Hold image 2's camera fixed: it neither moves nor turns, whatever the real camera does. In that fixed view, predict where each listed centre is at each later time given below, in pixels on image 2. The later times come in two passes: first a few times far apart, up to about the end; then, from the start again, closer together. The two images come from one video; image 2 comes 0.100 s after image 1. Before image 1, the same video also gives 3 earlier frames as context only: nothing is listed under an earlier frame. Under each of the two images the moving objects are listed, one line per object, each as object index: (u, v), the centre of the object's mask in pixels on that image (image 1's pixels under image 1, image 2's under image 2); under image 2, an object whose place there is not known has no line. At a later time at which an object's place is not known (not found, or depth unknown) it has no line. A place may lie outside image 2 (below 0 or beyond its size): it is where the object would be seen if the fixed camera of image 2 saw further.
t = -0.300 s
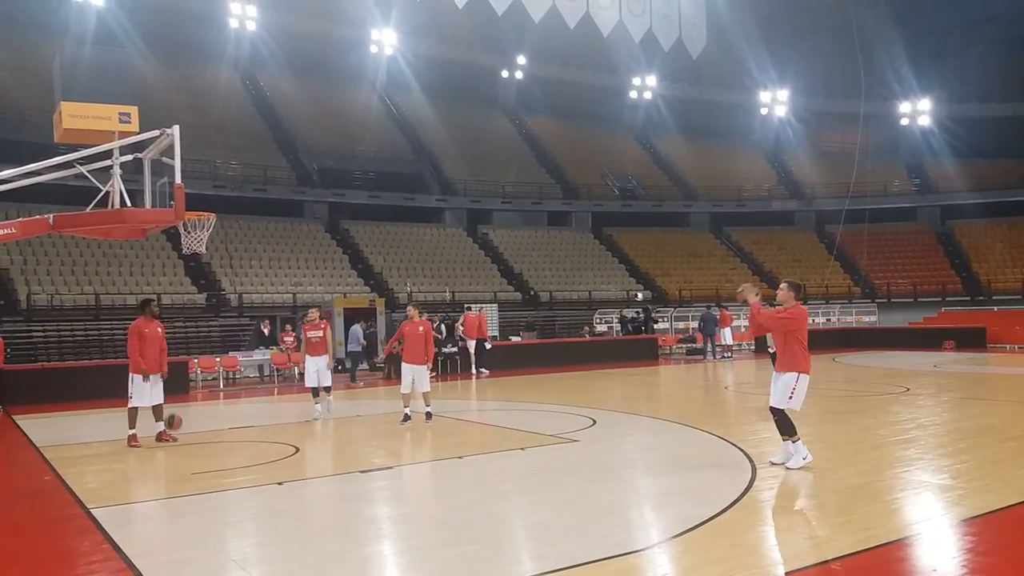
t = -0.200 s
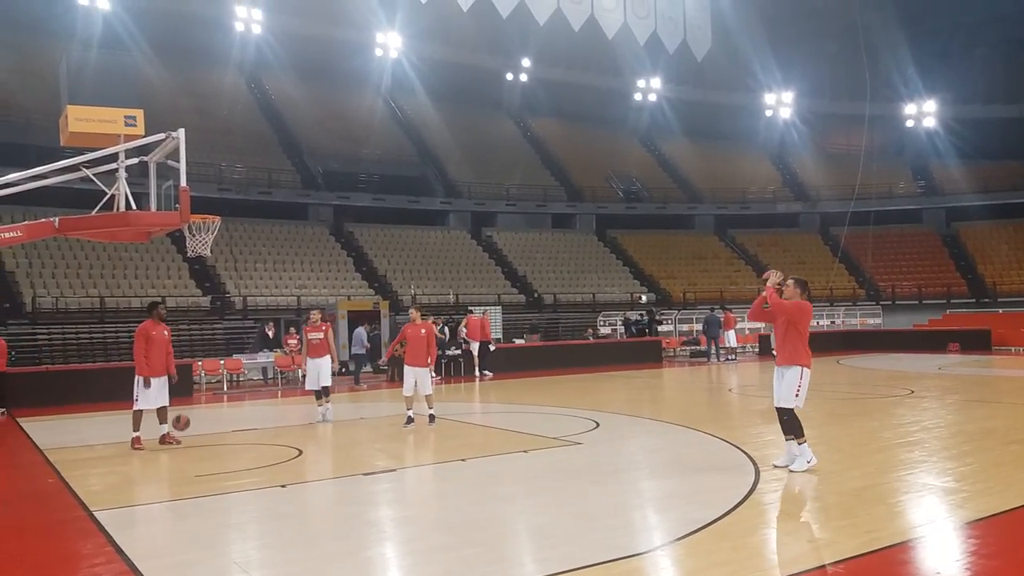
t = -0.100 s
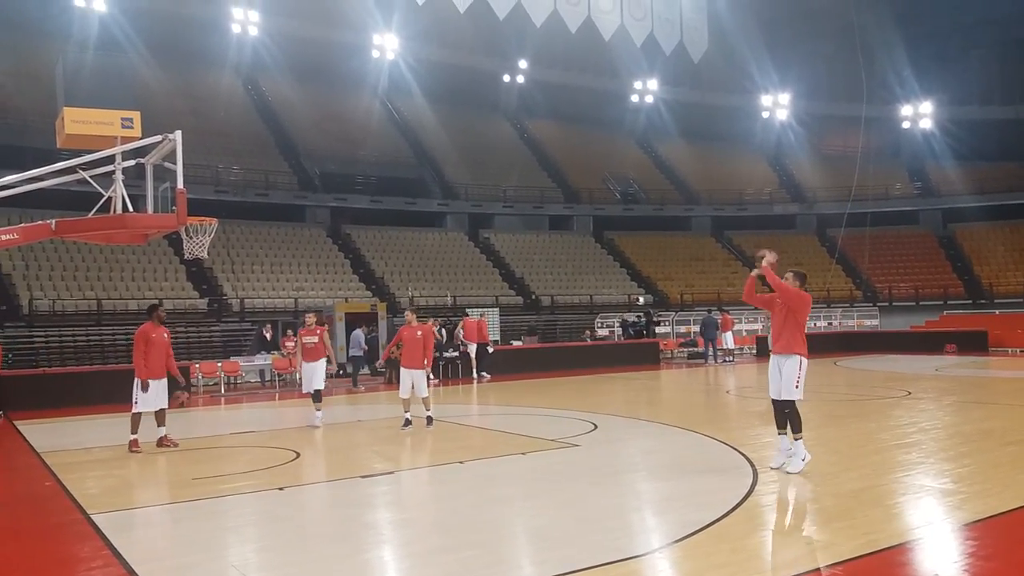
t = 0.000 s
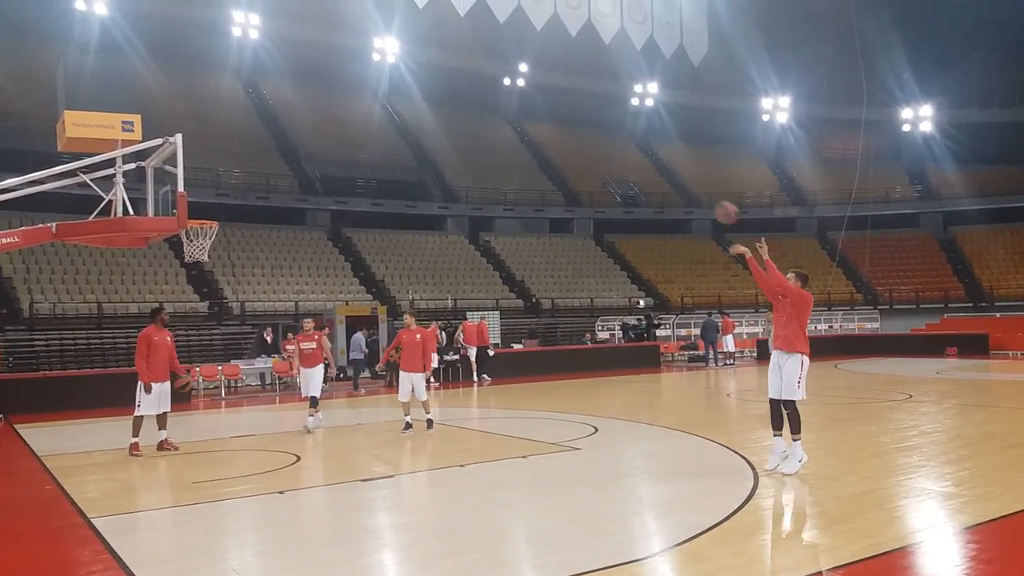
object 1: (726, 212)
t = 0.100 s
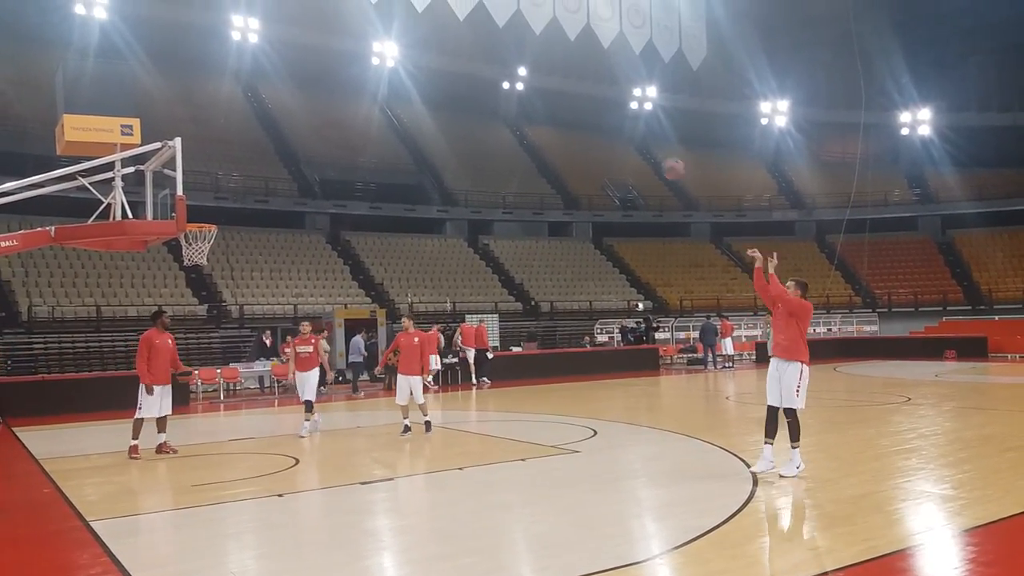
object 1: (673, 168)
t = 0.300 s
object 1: (577, 102)
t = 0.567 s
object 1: (459, 68)
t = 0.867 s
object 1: (339, 95)
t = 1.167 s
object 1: (228, 190)
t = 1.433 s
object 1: (176, 253)
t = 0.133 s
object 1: (656, 155)
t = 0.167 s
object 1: (640, 143)
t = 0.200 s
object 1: (624, 131)
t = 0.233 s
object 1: (608, 120)
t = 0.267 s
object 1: (592, 111)
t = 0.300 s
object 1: (577, 102)
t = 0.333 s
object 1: (561, 95)
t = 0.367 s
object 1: (547, 88)
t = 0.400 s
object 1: (532, 82)
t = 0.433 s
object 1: (517, 76)
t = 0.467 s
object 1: (503, 73)
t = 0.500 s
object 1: (489, 71)
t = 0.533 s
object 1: (473, 70)
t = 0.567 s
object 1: (459, 68)
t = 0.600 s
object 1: (445, 68)
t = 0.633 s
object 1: (432, 68)
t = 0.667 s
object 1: (419, 69)
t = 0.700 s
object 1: (408, 68)
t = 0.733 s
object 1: (393, 75)
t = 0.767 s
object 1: (379, 77)
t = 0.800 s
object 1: (364, 83)
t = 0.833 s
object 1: (352, 89)
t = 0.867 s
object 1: (339, 95)
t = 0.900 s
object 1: (326, 102)
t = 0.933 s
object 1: (313, 108)
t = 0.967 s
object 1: (301, 117)
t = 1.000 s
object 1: (288, 128)
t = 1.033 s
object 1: (276, 140)
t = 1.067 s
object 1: (264, 151)
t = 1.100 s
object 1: (252, 163)
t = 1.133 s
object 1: (240, 175)
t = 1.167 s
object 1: (228, 190)
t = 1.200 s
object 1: (215, 204)
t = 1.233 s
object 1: (204, 216)
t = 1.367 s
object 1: (180, 251)
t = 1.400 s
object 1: (178, 251)
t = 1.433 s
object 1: (176, 253)
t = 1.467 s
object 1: (174, 257)
